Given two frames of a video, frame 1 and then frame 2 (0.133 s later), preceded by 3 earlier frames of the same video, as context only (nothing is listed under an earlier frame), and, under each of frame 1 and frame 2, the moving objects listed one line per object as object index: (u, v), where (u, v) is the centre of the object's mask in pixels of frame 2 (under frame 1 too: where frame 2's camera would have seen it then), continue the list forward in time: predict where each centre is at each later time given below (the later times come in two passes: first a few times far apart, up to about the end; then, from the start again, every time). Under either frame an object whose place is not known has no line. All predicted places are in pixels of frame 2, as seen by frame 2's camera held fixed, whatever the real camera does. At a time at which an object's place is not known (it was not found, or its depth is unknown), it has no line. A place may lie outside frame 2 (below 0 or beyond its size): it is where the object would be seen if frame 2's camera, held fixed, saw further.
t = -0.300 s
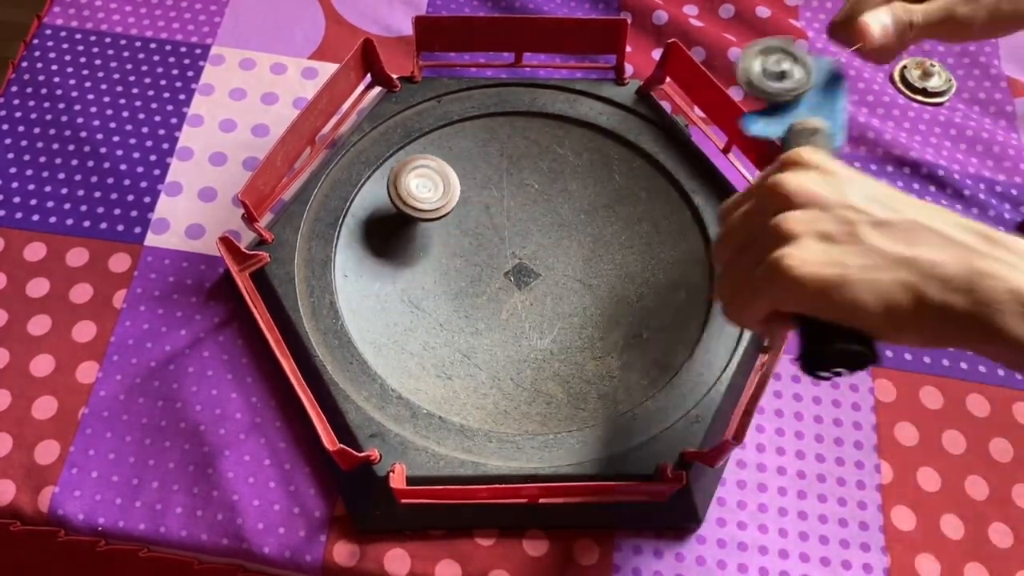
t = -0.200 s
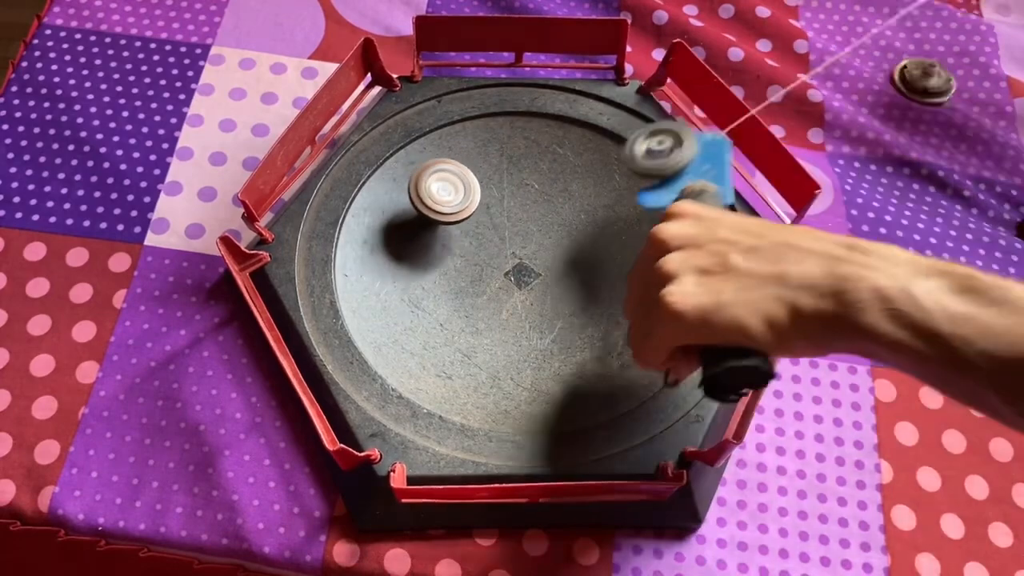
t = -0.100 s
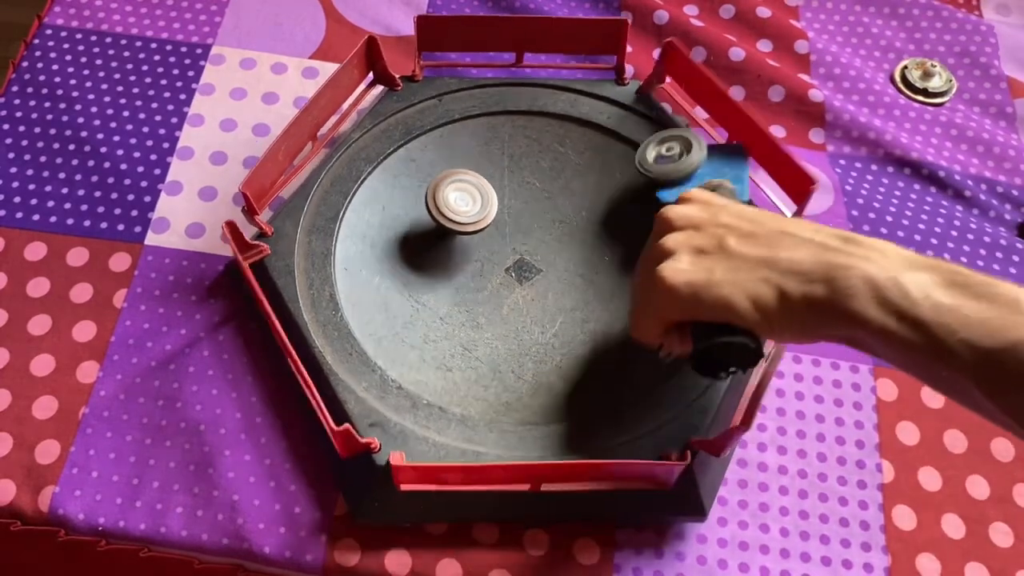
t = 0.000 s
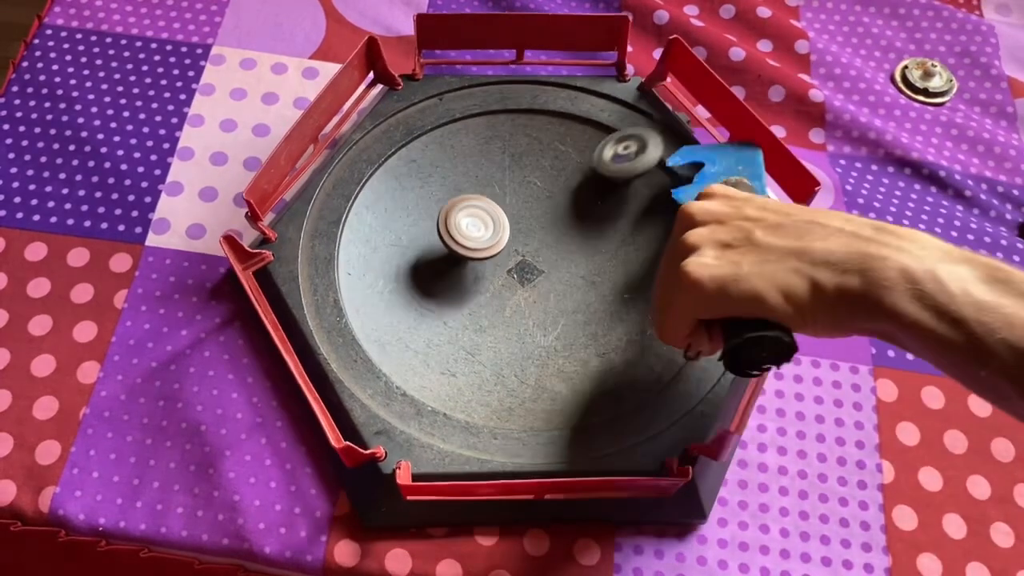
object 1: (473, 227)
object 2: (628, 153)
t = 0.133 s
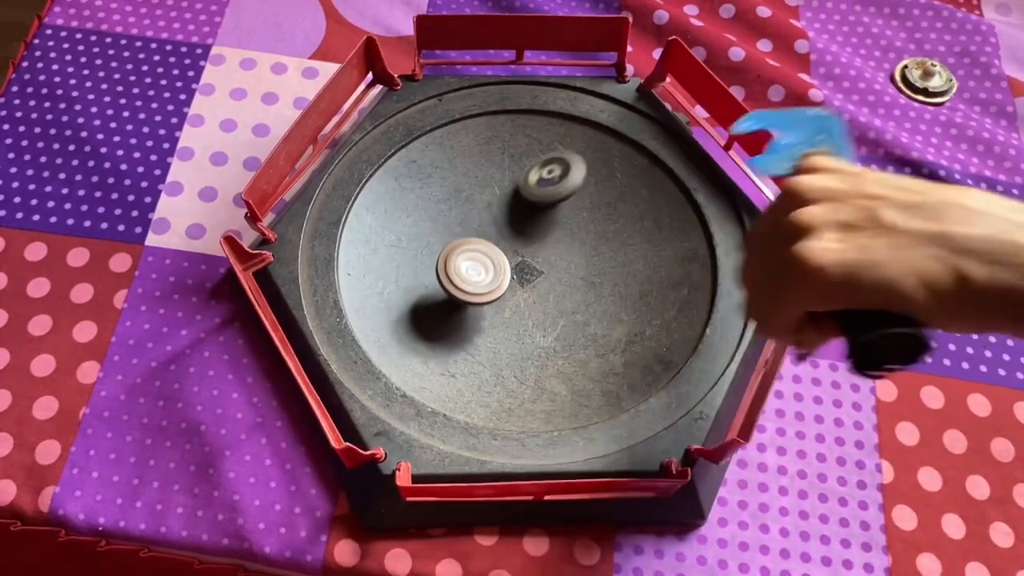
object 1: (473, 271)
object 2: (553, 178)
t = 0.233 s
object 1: (462, 298)
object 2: (502, 207)
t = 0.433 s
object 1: (432, 305)
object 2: (455, 253)
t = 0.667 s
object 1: (450, 288)
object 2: (495, 252)
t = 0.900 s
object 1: (519, 305)
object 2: (558, 182)
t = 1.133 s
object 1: (556, 341)
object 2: (616, 134)
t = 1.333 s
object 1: (539, 349)
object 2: (634, 186)
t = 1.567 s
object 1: (548, 313)
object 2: (554, 245)
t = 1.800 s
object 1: (607, 285)
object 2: (444, 209)
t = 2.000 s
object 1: (631, 284)
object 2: (450, 175)
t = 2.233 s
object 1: (619, 277)
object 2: (546, 189)
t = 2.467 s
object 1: (611, 245)
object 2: (566, 215)
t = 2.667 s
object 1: (622, 223)
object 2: (472, 192)
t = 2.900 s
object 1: (617, 217)
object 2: (437, 158)
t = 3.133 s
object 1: (590, 206)
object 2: (521, 191)
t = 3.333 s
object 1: (593, 199)
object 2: (477, 209)
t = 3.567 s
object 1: (571, 199)
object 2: (424, 192)
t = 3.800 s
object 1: (536, 185)
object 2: (476, 175)
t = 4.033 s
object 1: (549, 194)
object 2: (497, 151)
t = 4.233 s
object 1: (572, 264)
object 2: (522, 142)
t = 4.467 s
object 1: (477, 282)
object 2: (553, 318)
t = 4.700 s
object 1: (420, 226)
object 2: (433, 380)
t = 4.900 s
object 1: (467, 180)
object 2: (368, 266)
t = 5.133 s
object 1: (541, 220)
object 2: (482, 118)
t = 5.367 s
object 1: (548, 282)
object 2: (705, 272)
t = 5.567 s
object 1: (520, 324)
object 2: (478, 398)
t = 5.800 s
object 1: (472, 308)
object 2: (461, 113)
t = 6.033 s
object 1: (484, 265)
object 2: (702, 335)
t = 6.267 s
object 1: (560, 266)
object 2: (324, 327)
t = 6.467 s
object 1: (599, 294)
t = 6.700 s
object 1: (565, 324)
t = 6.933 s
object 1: (536, 286)
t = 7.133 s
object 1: (566, 247)
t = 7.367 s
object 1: (609, 238)
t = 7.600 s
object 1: (576, 370)
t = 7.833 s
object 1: (378, 339)
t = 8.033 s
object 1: (394, 156)
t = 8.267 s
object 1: (614, 136)
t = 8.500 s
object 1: (674, 320)
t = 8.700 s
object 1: (475, 397)
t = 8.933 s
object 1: (370, 167)
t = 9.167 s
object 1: (547, 104)
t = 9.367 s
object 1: (657, 214)
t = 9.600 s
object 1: (567, 369)
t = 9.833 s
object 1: (382, 306)
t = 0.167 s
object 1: (470, 281)
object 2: (535, 186)
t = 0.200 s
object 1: (466, 290)
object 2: (519, 195)
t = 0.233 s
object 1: (462, 298)
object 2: (502, 207)
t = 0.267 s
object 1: (457, 303)
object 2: (490, 214)
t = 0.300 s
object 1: (451, 307)
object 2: (477, 228)
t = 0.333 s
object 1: (445, 308)
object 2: (467, 237)
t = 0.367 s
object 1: (440, 309)
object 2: (460, 245)
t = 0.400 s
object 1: (435, 308)
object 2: (456, 248)
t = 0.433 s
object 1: (432, 305)
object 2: (455, 253)
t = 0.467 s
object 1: (431, 302)
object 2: (457, 256)
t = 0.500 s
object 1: (430, 299)
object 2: (461, 257)
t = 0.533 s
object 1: (430, 295)
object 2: (467, 258)
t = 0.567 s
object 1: (433, 293)
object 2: (473, 259)
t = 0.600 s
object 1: (437, 290)
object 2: (480, 257)
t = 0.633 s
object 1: (443, 289)
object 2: (487, 255)
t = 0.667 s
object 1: (450, 288)
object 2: (495, 252)
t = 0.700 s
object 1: (457, 287)
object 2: (502, 244)
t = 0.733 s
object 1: (466, 287)
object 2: (511, 240)
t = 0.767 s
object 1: (476, 289)
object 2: (520, 231)
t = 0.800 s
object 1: (486, 291)
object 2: (530, 218)
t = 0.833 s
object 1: (497, 294)
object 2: (540, 210)
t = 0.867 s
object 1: (508, 299)
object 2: (549, 197)
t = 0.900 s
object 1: (519, 305)
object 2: (558, 182)
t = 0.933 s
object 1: (529, 311)
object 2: (567, 169)
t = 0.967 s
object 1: (538, 317)
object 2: (576, 158)
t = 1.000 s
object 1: (544, 322)
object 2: (584, 148)
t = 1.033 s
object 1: (550, 327)
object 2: (593, 141)
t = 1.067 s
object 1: (553, 333)
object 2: (601, 137)
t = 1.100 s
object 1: (555, 337)
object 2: (609, 134)
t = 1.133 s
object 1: (556, 341)
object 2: (616, 134)
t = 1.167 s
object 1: (555, 345)
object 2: (623, 138)
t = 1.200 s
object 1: (553, 347)
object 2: (628, 144)
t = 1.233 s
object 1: (550, 349)
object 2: (632, 152)
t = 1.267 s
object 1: (546, 350)
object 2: (634, 163)
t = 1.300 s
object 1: (543, 350)
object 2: (636, 174)
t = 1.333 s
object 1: (539, 349)
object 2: (634, 186)
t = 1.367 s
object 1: (536, 345)
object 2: (631, 198)
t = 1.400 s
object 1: (535, 341)
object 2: (625, 211)
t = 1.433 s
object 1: (535, 336)
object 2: (615, 221)
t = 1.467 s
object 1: (536, 331)
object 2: (603, 231)
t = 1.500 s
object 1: (538, 325)
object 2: (588, 238)
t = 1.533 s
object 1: (542, 319)
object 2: (572, 243)
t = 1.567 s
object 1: (548, 313)
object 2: (554, 245)
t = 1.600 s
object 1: (555, 307)
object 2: (536, 244)
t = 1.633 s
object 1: (562, 303)
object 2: (518, 240)
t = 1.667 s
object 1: (571, 298)
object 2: (501, 238)
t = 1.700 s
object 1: (581, 293)
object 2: (484, 232)
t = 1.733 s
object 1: (590, 290)
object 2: (469, 223)
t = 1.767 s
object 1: (598, 287)
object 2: (455, 219)
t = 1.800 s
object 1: (607, 285)
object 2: (444, 209)
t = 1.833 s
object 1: (615, 284)
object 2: (437, 201)
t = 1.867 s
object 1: (621, 283)
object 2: (434, 195)
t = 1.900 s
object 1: (626, 283)
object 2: (433, 187)
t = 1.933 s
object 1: (629, 283)
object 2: (436, 181)
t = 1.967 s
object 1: (630, 283)
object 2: (442, 178)
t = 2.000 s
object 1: (631, 284)
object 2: (450, 175)
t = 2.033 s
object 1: (632, 284)
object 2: (461, 174)
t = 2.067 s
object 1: (632, 285)
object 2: (474, 175)
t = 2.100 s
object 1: (630, 284)
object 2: (487, 176)
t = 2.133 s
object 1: (627, 283)
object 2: (501, 179)
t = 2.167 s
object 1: (624, 281)
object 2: (517, 182)
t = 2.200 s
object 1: (621, 280)
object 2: (531, 185)
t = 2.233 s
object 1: (619, 277)
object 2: (546, 189)
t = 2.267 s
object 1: (616, 274)
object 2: (558, 193)
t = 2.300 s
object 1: (614, 271)
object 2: (567, 198)
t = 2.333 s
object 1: (612, 267)
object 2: (575, 202)
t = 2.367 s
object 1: (611, 262)
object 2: (578, 206)
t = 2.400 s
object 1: (611, 256)
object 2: (577, 209)
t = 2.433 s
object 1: (611, 251)
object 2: (573, 211)
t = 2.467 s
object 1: (611, 245)
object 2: (566, 215)
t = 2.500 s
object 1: (612, 240)
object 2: (554, 216)
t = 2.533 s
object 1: (614, 236)
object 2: (541, 214)
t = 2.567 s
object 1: (616, 232)
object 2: (524, 210)
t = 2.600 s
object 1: (618, 228)
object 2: (506, 205)
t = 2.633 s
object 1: (620, 225)
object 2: (488, 199)
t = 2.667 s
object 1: (622, 223)
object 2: (472, 192)
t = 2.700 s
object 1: (622, 221)
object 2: (458, 184)
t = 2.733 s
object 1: (623, 220)
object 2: (447, 177)
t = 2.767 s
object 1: (623, 219)
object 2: (438, 170)
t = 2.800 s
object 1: (622, 218)
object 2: (434, 165)
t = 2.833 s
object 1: (621, 218)
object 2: (432, 161)
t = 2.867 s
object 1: (619, 217)
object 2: (433, 158)
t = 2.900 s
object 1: (617, 217)
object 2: (437, 158)
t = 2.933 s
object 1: (614, 216)
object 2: (445, 159)
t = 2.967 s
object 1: (611, 215)
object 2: (454, 162)
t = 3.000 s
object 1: (608, 214)
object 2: (466, 166)
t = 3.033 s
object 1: (604, 212)
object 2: (480, 172)
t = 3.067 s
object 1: (600, 211)
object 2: (494, 177)
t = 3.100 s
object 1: (594, 208)
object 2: (509, 185)
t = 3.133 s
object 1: (590, 206)
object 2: (521, 191)
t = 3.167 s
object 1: (586, 201)
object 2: (526, 197)
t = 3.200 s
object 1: (588, 200)
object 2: (524, 201)
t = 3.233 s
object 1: (592, 200)
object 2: (515, 204)
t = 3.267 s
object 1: (594, 199)
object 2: (503, 208)
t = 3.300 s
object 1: (594, 199)
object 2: (490, 209)
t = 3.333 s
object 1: (593, 199)
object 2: (477, 209)
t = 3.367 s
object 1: (591, 200)
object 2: (464, 209)
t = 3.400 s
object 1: (589, 200)
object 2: (452, 208)
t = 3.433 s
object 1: (587, 200)
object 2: (441, 205)
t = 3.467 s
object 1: (583, 200)
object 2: (433, 202)
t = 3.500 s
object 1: (580, 200)
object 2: (427, 199)
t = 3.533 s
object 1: (575, 200)
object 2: (424, 195)
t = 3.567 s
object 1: (571, 199)
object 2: (424, 192)
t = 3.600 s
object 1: (565, 198)
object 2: (427, 188)
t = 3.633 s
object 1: (561, 197)
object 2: (432, 186)
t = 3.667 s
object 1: (555, 196)
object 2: (439, 184)
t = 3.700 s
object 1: (550, 193)
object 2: (449, 182)
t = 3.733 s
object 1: (544, 191)
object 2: (459, 180)
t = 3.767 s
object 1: (539, 188)
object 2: (470, 178)
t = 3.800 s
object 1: (536, 185)
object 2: (476, 175)
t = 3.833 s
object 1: (540, 185)
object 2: (476, 171)
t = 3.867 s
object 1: (542, 185)
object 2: (477, 168)
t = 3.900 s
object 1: (542, 185)
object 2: (478, 165)
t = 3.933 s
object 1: (542, 185)
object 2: (480, 161)
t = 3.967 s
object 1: (542, 186)
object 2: (485, 159)
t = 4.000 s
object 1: (542, 187)
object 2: (493, 156)
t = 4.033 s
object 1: (549, 194)
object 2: (497, 151)
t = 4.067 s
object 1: (563, 209)
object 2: (487, 137)
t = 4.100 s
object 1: (574, 222)
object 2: (485, 130)
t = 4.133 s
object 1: (580, 235)
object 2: (487, 125)
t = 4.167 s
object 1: (582, 246)
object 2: (494, 125)
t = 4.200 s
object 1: (579, 256)
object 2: (506, 130)
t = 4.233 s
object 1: (572, 264)
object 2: (522, 142)
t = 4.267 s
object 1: (561, 271)
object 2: (538, 161)
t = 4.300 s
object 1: (548, 276)
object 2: (550, 184)
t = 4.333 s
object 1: (534, 280)
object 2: (559, 212)
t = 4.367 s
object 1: (520, 283)
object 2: (565, 238)
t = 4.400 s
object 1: (505, 284)
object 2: (567, 266)
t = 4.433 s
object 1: (491, 284)
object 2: (562, 293)
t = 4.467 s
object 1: (477, 282)
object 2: (553, 318)
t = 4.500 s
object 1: (464, 279)
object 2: (542, 341)
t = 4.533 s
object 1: (453, 275)
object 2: (528, 359)
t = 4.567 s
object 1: (443, 267)
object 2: (513, 372)
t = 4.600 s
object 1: (434, 259)
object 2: (494, 382)
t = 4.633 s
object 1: (427, 249)
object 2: (474, 385)
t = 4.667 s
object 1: (422, 238)
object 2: (452, 386)
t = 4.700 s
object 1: (420, 226)
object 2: (433, 380)
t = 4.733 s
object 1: (421, 214)
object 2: (413, 369)
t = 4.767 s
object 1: (425, 204)
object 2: (398, 356)
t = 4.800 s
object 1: (433, 194)
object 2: (384, 335)
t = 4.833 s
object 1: (442, 188)
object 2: (375, 314)
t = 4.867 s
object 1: (455, 183)
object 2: (372, 290)
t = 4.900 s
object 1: (467, 180)
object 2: (368, 266)
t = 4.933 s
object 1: (482, 180)
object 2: (370, 240)
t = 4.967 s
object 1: (496, 182)
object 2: (374, 214)
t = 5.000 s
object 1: (508, 187)
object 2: (379, 187)
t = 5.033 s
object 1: (519, 193)
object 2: (391, 161)
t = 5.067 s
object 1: (529, 201)
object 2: (412, 135)
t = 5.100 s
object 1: (536, 210)
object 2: (443, 124)
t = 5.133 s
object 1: (541, 220)
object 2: (482, 118)
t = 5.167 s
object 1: (544, 229)
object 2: (522, 121)
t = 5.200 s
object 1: (545, 239)
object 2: (563, 133)
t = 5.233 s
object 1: (546, 248)
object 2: (602, 150)
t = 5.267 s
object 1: (547, 256)
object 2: (638, 173)
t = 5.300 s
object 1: (548, 264)
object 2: (668, 202)
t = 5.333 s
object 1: (549, 273)
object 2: (691, 234)
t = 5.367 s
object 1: (548, 282)
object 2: (705, 272)
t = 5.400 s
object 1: (546, 291)
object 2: (710, 312)
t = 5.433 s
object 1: (544, 300)
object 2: (685, 344)
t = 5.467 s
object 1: (539, 309)
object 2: (654, 385)
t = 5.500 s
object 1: (533, 315)
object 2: (599, 403)
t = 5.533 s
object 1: (527, 320)
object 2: (538, 414)
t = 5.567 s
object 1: (520, 324)
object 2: (478, 398)
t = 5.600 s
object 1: (514, 325)
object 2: (421, 368)
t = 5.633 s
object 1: (506, 326)
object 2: (368, 331)
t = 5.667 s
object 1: (499, 324)
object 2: (349, 276)
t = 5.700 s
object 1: (491, 321)
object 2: (353, 225)
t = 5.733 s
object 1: (484, 318)
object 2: (373, 176)
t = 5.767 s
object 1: (478, 313)
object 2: (413, 138)
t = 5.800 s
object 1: (472, 308)
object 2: (461, 113)
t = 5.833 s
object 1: (469, 301)
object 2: (518, 106)
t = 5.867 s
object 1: (466, 295)
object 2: (576, 115)
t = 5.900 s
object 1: (465, 289)
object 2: (632, 131)
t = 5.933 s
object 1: (467, 283)
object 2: (678, 163)
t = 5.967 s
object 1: (471, 276)
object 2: (708, 211)
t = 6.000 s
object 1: (477, 270)
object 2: (713, 274)
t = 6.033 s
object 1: (484, 265)
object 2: (702, 335)
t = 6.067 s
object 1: (492, 262)
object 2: (654, 385)
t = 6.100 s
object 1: (502, 260)
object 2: (595, 436)
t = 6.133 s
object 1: (512, 260)
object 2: (533, 445)
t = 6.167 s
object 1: (524, 260)
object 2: (463, 439)
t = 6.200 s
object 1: (536, 263)
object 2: (408, 409)
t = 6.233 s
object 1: (548, 265)
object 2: (362, 367)
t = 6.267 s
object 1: (560, 266)
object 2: (324, 327)
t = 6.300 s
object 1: (570, 269)
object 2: (315, 278)
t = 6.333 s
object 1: (579, 272)
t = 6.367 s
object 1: (587, 276)
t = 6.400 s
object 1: (592, 282)
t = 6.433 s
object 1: (597, 288)
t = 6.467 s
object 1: (599, 294)
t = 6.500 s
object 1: (598, 299)
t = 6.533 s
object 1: (596, 306)
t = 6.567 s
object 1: (592, 312)
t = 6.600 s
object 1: (587, 317)
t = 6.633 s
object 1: (580, 321)
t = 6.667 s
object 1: (573, 323)
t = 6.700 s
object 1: (565, 324)
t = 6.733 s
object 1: (557, 323)
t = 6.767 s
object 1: (549, 320)
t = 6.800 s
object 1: (543, 316)
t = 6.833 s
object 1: (539, 310)
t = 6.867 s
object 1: (536, 302)
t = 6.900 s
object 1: (535, 294)
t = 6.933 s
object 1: (536, 286)
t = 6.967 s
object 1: (538, 280)
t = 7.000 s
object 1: (542, 274)
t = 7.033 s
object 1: (548, 267)
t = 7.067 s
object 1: (554, 260)
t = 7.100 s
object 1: (560, 253)
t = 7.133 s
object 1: (566, 247)
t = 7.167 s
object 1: (573, 242)
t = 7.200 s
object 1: (579, 238)
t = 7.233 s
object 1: (586, 235)
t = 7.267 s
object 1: (592, 234)
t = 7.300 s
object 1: (599, 234)
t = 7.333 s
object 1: (604, 235)
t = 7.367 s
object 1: (609, 238)
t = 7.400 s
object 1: (612, 241)
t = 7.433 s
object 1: (614, 246)
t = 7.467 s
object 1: (614, 250)
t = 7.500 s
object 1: (613, 262)
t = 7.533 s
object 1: (605, 305)
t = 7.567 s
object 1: (592, 341)
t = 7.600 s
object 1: (576, 370)
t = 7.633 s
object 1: (554, 392)
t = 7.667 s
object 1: (528, 404)
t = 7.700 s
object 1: (499, 408)
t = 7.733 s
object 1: (467, 402)
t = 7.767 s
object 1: (435, 388)
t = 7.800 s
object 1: (403, 367)
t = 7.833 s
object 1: (378, 339)
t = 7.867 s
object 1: (360, 306)
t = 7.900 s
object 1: (350, 273)
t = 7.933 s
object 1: (349, 239)
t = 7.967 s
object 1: (358, 209)
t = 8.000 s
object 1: (373, 179)
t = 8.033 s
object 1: (394, 156)
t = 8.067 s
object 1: (421, 136)
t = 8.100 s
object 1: (451, 122)
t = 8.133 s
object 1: (484, 114)
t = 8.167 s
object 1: (518, 112)
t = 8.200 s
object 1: (551, 115)
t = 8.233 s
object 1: (583, 123)
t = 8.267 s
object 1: (614, 136)
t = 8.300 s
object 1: (639, 154)
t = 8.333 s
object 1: (661, 176)
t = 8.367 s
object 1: (678, 202)
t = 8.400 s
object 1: (689, 230)
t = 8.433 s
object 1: (691, 261)
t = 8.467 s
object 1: (686, 291)
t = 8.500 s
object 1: (674, 320)
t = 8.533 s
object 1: (656, 346)
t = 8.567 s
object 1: (631, 367)
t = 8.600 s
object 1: (602, 383)
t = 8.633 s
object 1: (569, 392)
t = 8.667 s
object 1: (526, 396)
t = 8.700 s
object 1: (475, 397)
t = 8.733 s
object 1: (419, 383)
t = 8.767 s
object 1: (378, 348)
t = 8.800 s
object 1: (352, 308)
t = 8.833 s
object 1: (339, 268)
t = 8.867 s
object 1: (340, 231)
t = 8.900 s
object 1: (350, 196)
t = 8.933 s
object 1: (370, 167)
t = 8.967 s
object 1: (390, 143)
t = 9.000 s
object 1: (417, 125)
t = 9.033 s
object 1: (445, 112)
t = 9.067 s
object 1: (472, 105)
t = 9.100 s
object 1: (498, 99)
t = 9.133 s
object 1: (522, 98)
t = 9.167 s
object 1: (547, 104)
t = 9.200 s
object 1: (572, 113)
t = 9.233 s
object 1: (595, 127)
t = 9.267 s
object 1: (617, 144)
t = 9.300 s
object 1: (634, 164)
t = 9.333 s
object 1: (648, 188)
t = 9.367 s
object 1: (657, 214)
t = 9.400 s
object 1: (660, 240)
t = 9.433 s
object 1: (658, 267)
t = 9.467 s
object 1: (650, 294)
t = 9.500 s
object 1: (636, 317)
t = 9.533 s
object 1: (617, 339)
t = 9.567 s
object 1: (592, 357)
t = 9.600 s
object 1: (567, 369)
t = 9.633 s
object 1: (535, 376)
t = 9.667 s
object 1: (504, 377)
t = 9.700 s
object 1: (473, 372)
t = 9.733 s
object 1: (445, 362)
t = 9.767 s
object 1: (419, 347)
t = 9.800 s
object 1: (398, 328)
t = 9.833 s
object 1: (382, 306)
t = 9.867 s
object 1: (372, 282)
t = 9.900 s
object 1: (367, 258)
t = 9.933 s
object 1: (369, 236)
